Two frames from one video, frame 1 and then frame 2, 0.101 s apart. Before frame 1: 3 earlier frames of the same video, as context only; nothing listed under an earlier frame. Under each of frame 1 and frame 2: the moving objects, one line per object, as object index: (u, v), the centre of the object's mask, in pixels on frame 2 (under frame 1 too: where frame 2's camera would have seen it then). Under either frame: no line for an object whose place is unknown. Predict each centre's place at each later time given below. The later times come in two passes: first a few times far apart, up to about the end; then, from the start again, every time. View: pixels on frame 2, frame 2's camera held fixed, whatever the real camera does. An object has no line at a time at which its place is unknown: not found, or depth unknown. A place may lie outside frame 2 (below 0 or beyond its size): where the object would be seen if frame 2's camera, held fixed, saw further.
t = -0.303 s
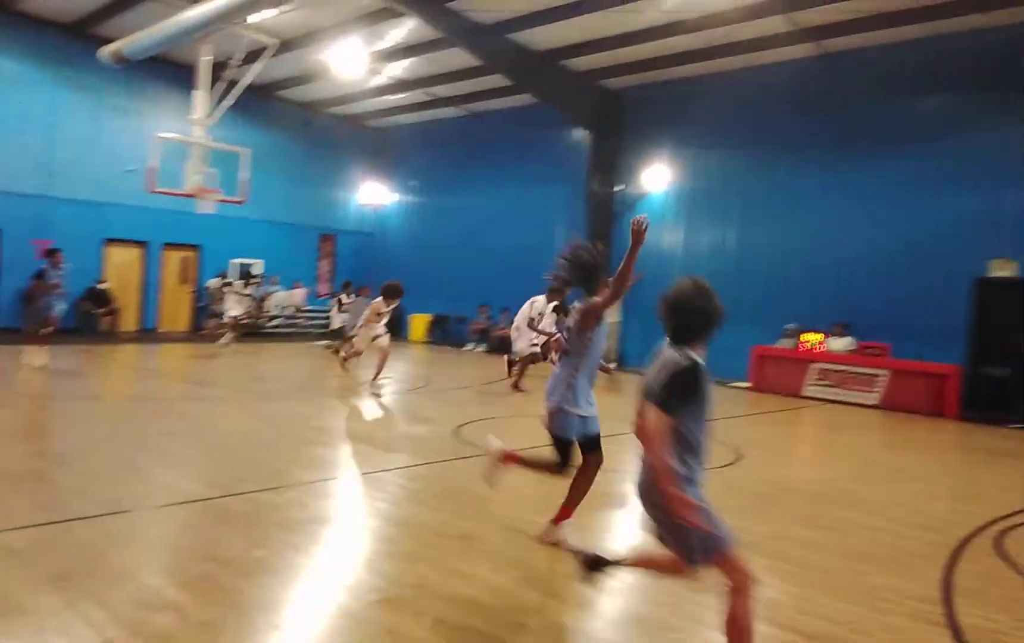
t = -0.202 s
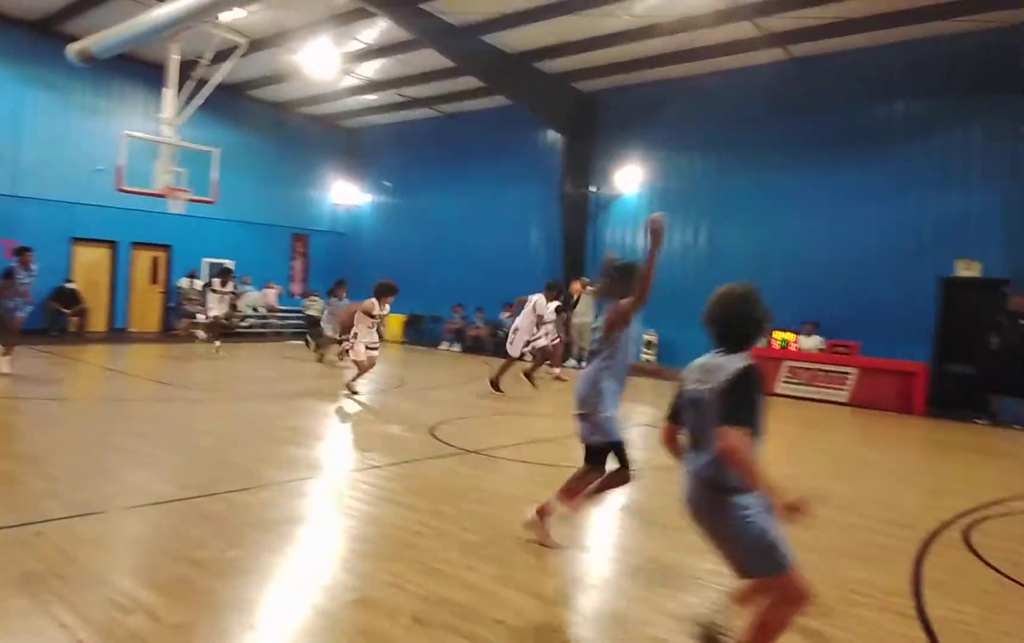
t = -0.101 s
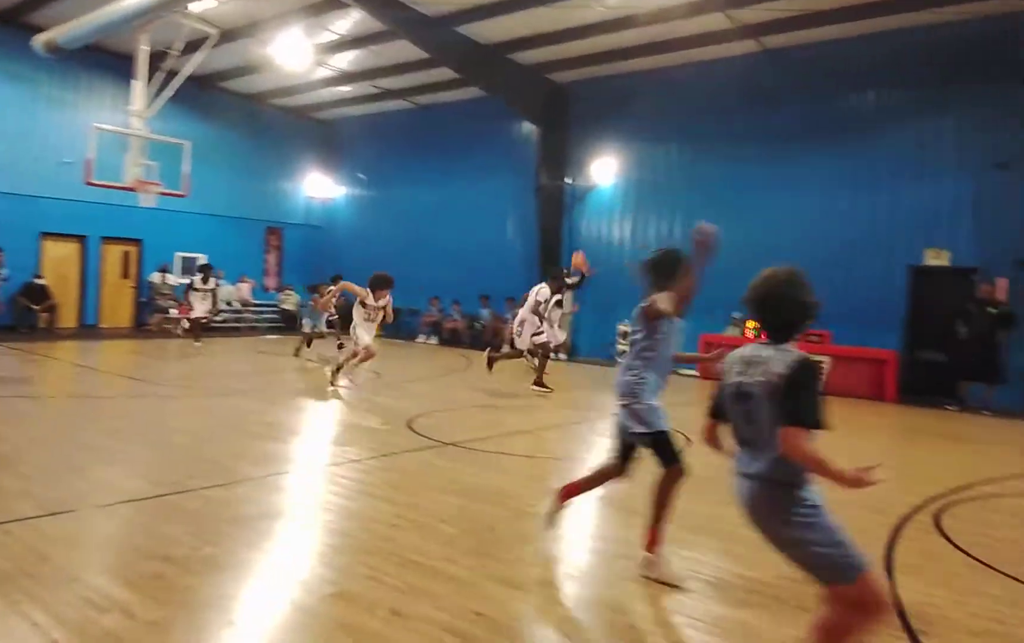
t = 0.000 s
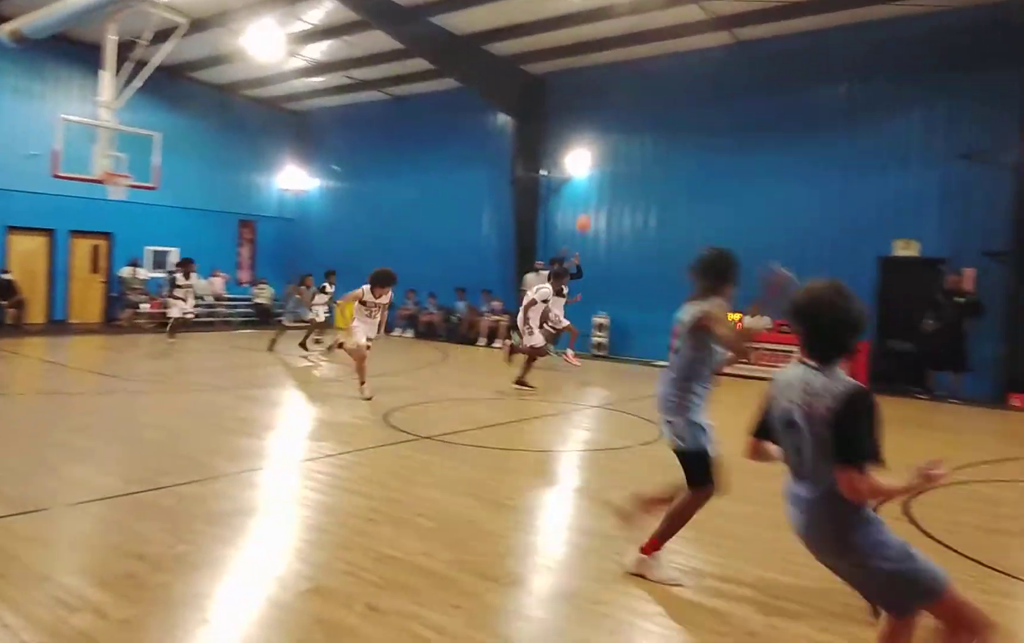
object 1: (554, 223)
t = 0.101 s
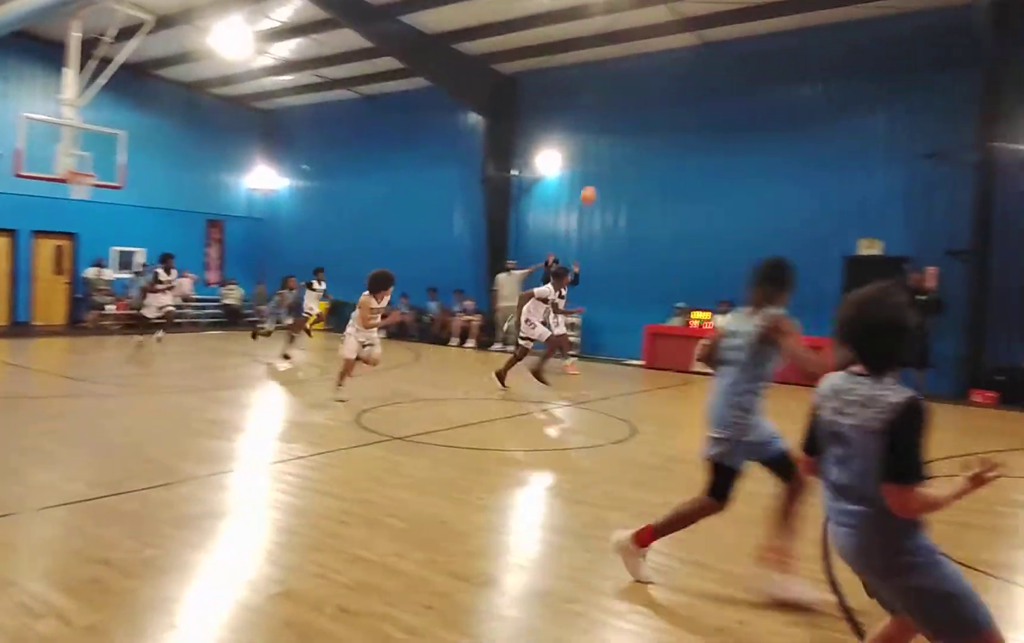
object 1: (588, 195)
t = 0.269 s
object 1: (654, 154)
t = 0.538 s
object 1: (806, 108)
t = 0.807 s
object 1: (1064, 110)
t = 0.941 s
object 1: (1307, 180)
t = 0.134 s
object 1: (600, 186)
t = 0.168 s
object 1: (613, 178)
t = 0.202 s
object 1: (626, 170)
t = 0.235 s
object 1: (640, 161)
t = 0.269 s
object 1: (654, 154)
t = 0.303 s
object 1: (670, 146)
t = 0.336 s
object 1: (686, 138)
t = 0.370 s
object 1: (704, 132)
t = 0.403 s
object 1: (722, 125)
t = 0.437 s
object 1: (741, 120)
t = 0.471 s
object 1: (761, 115)
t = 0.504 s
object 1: (783, 111)
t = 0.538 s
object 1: (806, 108)
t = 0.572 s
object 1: (830, 105)
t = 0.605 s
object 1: (857, 103)
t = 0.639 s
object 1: (885, 103)
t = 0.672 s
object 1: (916, 104)
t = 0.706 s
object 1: (949, 105)
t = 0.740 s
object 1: (986, 108)
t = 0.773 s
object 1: (1022, 112)
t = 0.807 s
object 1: (1064, 110)
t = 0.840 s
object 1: (1124, 131)
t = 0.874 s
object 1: (1171, 142)
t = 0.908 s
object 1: (1233, 160)
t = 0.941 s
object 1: (1307, 180)
